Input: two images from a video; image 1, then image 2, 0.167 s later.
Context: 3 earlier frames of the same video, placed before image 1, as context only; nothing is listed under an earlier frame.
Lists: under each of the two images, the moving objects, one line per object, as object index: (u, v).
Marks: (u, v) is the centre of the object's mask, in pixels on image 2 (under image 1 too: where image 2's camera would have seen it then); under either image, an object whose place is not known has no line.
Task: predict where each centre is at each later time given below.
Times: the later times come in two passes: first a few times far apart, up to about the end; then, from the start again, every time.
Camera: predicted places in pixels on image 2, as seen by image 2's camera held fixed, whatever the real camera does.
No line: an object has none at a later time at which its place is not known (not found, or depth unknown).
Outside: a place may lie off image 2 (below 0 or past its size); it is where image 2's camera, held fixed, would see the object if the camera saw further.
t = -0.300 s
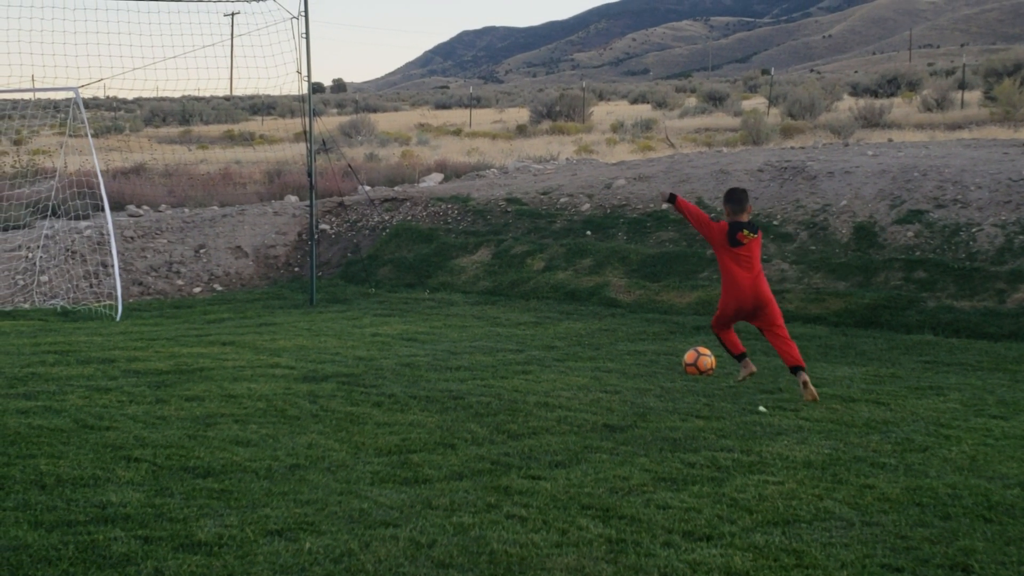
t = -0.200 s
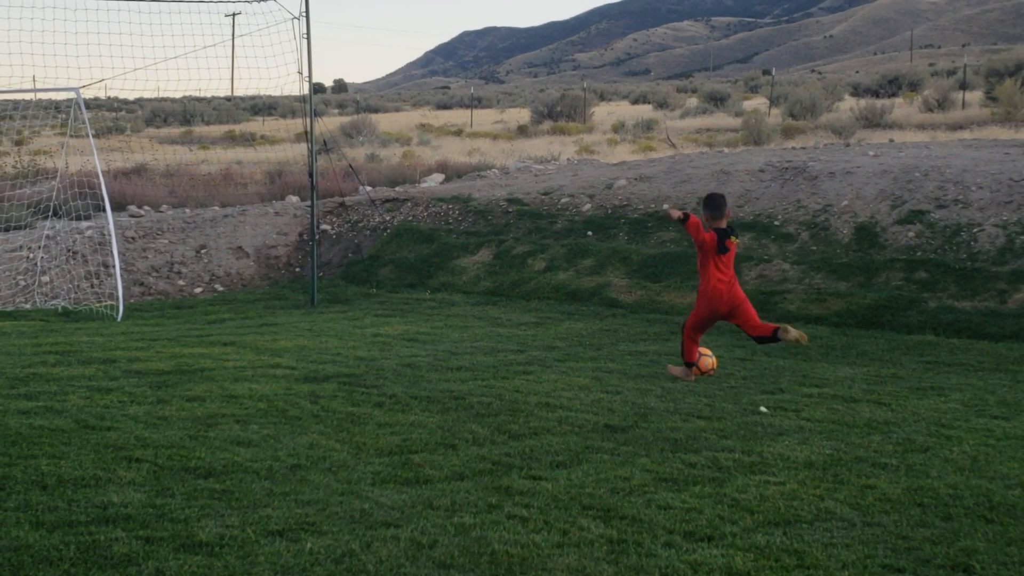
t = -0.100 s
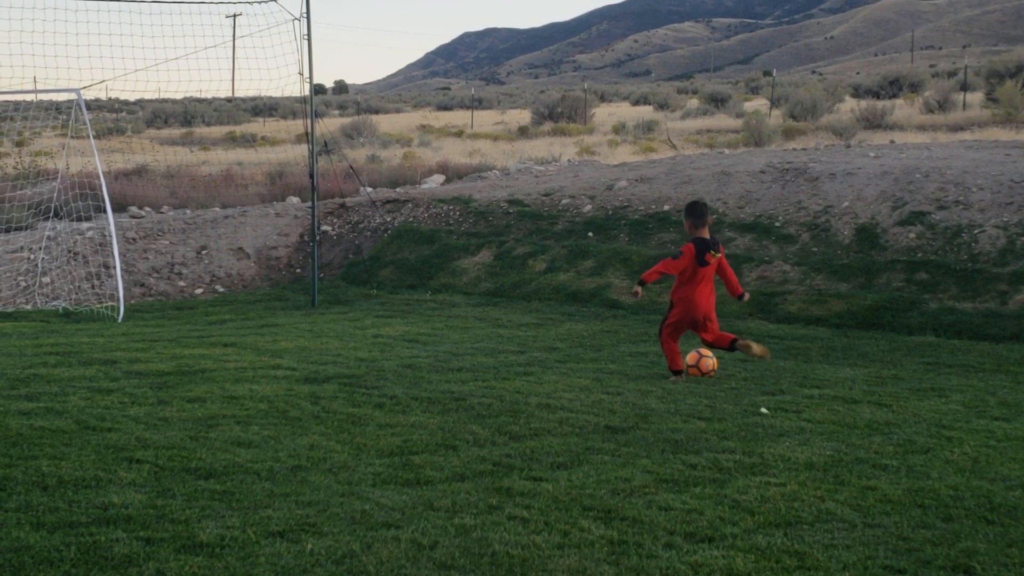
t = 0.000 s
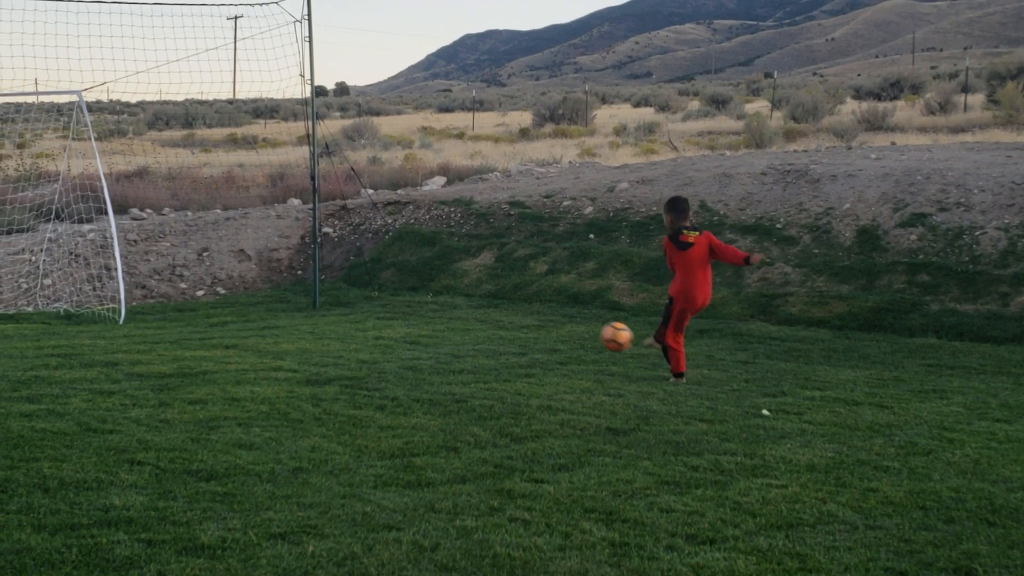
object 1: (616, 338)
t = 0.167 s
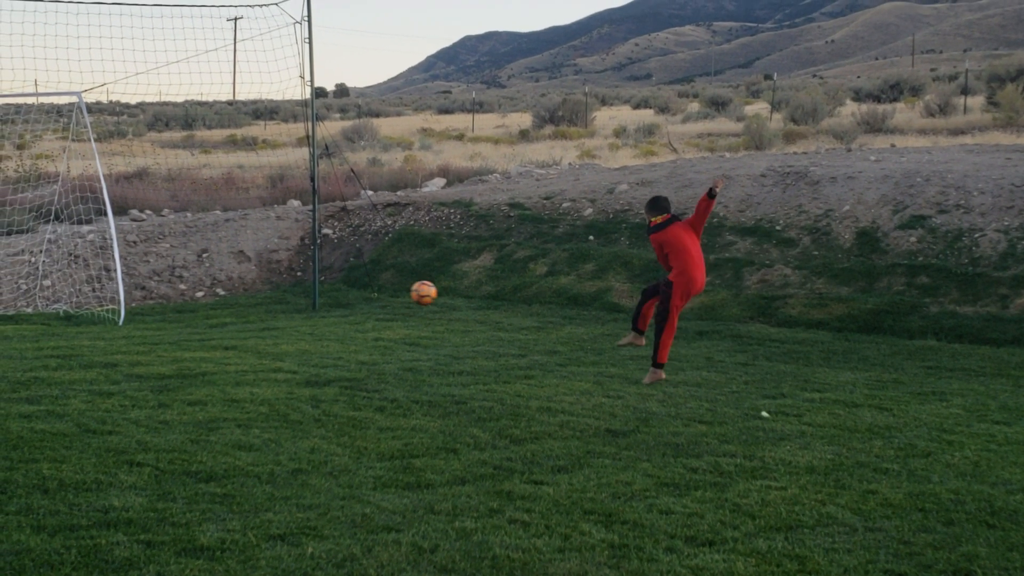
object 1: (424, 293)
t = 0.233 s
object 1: (364, 287)
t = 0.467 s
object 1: (198, 285)
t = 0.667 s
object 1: (91, 280)
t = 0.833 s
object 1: (10, 297)
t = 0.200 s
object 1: (393, 289)
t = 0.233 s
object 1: (364, 287)
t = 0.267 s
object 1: (337, 286)
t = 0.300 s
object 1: (312, 287)
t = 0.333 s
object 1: (287, 287)
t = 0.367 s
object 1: (263, 286)
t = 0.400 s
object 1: (240, 287)
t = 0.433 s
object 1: (219, 286)
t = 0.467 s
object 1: (198, 285)
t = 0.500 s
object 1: (178, 284)
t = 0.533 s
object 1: (158, 283)
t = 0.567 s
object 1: (140, 282)
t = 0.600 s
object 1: (125, 280)
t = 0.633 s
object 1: (106, 280)
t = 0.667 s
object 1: (91, 280)
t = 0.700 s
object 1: (76, 280)
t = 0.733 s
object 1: (60, 282)
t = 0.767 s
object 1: (45, 286)
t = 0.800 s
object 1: (28, 290)
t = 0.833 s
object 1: (10, 297)
